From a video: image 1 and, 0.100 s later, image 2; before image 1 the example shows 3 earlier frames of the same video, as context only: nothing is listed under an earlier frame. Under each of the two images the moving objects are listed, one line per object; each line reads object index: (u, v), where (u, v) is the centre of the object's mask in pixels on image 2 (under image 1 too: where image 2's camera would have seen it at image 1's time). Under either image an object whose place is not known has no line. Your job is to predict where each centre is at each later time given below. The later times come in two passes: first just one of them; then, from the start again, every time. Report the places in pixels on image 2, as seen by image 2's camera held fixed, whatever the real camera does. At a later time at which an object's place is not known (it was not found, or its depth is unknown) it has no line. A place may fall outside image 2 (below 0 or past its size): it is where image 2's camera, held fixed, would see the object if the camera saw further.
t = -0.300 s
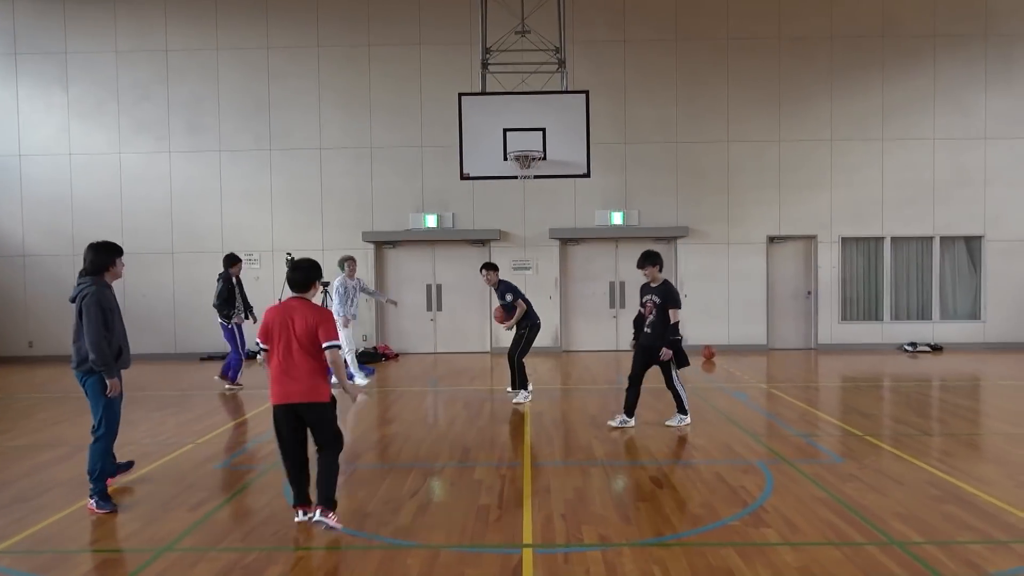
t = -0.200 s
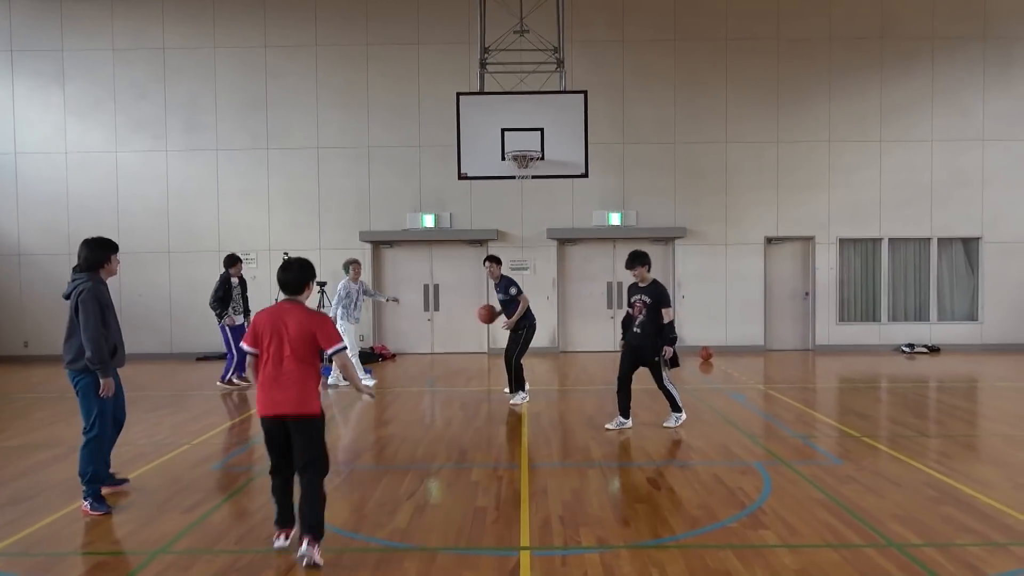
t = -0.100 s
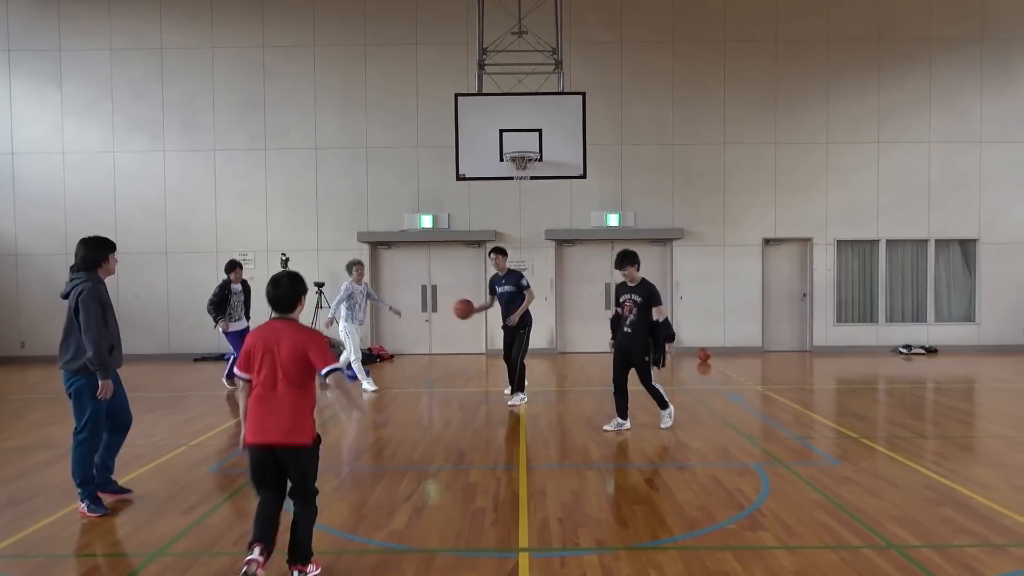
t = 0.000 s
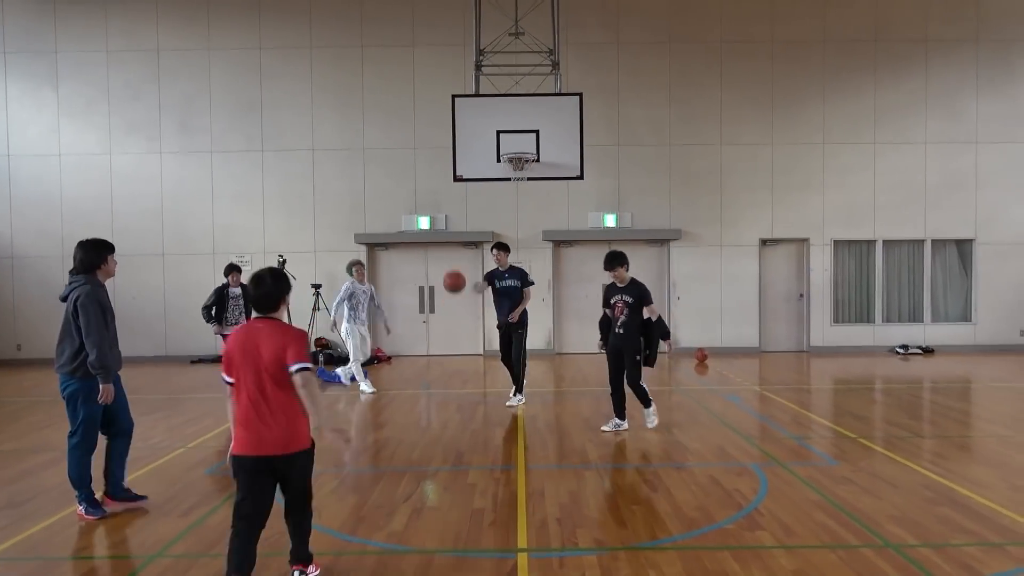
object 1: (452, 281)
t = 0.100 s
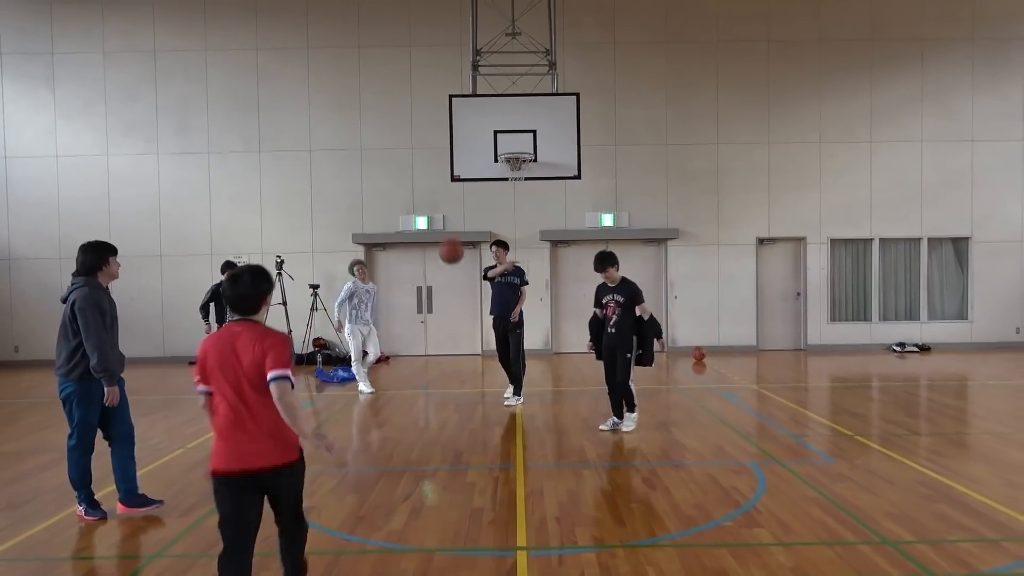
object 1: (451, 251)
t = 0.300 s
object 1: (447, 207)
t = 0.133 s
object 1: (450, 241)
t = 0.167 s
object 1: (450, 233)
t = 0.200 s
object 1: (449, 225)
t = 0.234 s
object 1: (448, 218)
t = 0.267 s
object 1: (448, 212)
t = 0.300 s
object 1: (447, 207)
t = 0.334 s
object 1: (446, 202)
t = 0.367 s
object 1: (444, 200)
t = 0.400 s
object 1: (442, 198)
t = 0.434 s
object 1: (440, 198)
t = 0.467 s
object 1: (438, 201)
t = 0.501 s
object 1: (436, 206)
